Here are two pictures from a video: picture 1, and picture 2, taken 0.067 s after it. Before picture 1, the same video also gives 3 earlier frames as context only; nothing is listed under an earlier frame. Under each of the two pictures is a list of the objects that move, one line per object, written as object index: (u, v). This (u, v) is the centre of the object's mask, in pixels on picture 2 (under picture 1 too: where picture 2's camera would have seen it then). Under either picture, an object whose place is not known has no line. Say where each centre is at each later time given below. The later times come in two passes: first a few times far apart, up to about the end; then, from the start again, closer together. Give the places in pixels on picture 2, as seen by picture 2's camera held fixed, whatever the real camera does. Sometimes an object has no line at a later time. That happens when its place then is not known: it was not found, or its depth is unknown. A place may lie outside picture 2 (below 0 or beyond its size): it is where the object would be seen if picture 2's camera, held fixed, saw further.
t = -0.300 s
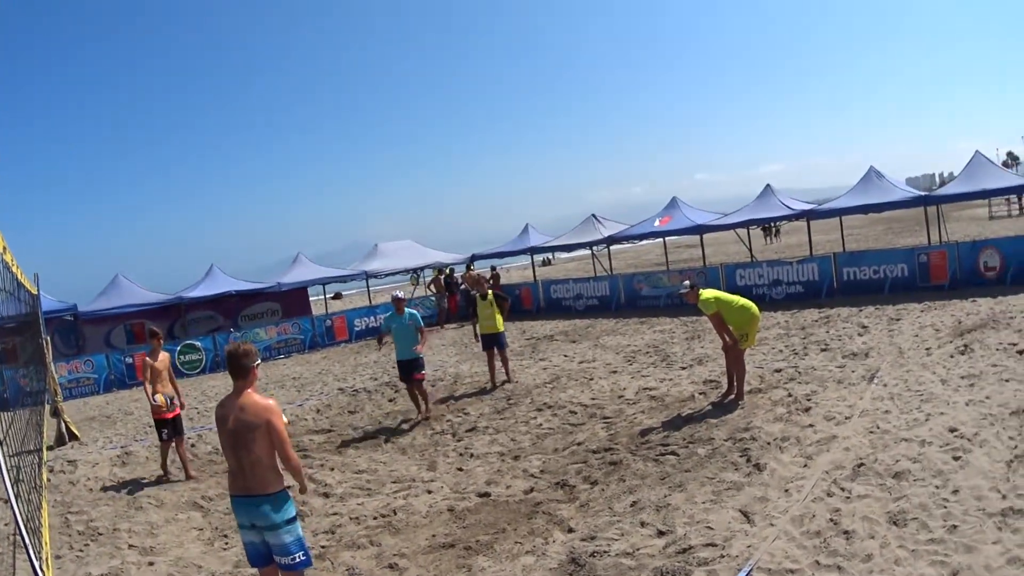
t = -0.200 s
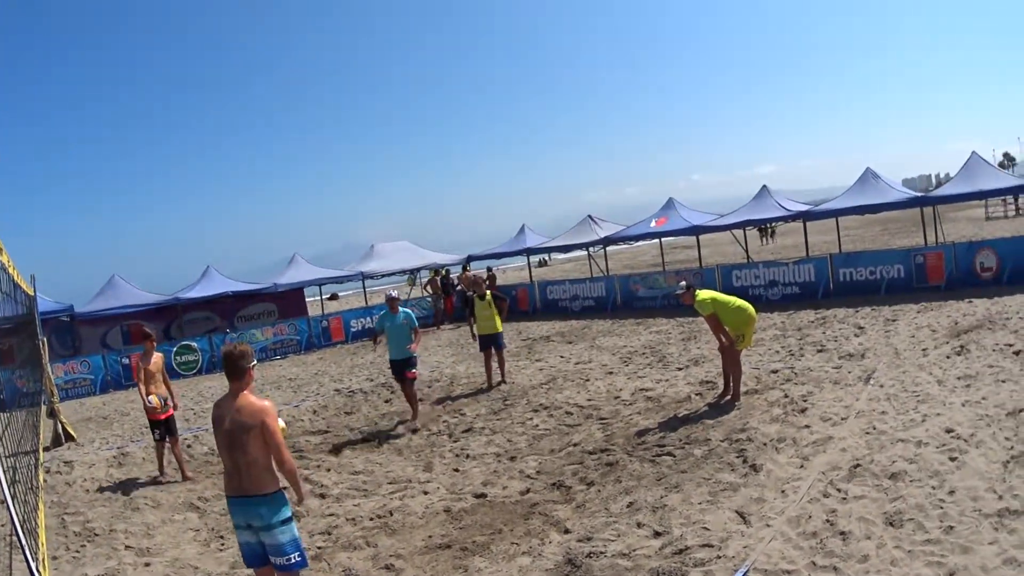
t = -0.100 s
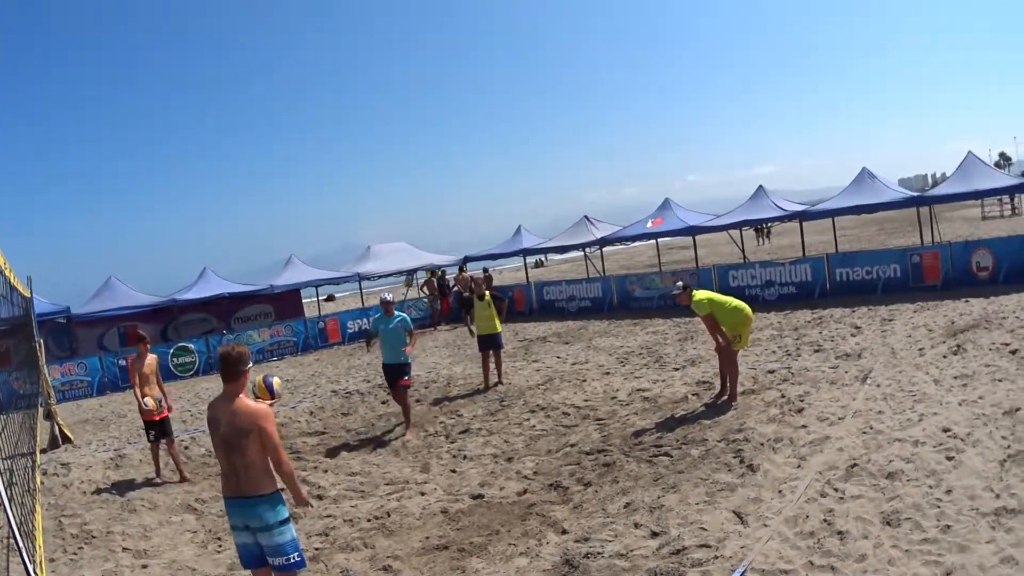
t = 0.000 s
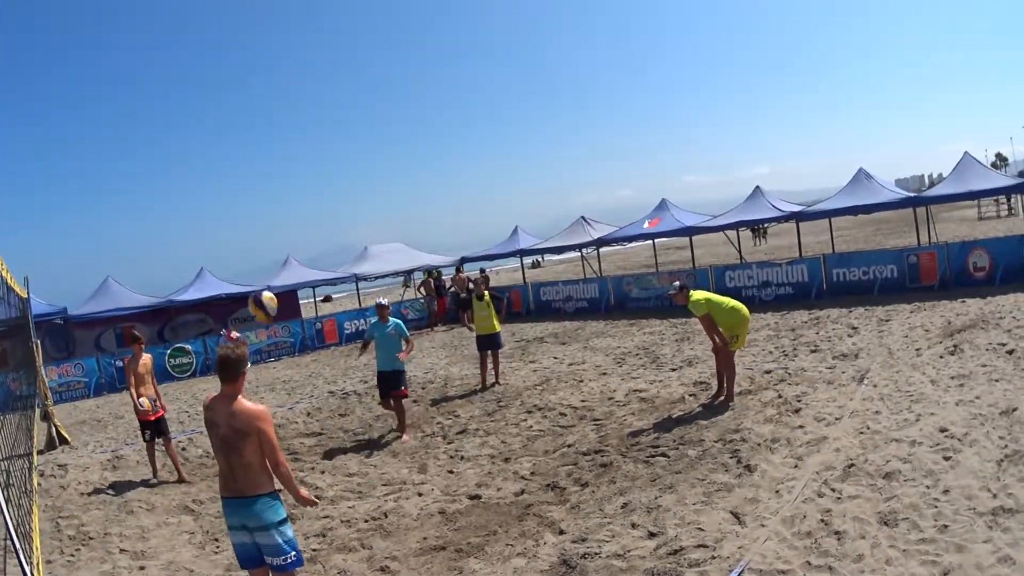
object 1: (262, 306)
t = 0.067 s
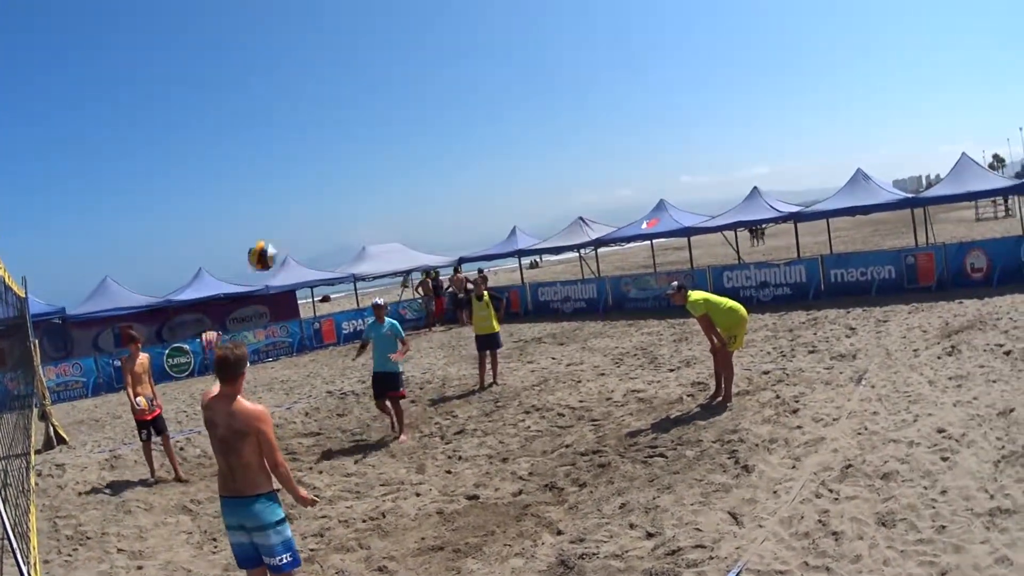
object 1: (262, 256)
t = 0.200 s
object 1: (268, 184)
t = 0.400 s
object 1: (281, 133)
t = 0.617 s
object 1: (296, 134)
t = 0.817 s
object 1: (311, 175)
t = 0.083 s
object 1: (262, 246)
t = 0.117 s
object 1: (264, 226)
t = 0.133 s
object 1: (265, 217)
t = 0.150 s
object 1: (265, 208)
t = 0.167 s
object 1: (266, 199)
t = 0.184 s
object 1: (267, 192)
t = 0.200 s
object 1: (268, 184)
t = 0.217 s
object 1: (269, 178)
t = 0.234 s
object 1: (270, 172)
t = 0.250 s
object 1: (271, 166)
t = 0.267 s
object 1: (272, 160)
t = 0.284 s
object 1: (273, 156)
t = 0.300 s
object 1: (274, 151)
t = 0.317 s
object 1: (275, 148)
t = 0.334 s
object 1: (276, 144)
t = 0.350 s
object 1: (277, 140)
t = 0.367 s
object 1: (279, 137)
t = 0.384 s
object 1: (280, 134)
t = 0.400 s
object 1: (281, 133)
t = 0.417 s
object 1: (282, 131)
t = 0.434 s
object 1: (283, 130)
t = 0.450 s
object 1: (284, 129)
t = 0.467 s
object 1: (285, 128)
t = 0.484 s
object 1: (287, 127)
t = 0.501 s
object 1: (288, 127)
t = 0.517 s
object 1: (289, 128)
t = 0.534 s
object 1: (290, 128)
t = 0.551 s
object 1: (291, 129)
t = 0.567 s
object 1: (292, 130)
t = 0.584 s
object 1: (293, 131)
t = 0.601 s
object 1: (294, 132)
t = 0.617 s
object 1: (296, 134)
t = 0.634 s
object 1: (297, 136)
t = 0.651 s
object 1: (298, 138)
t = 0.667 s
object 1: (300, 142)
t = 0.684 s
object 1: (301, 144)
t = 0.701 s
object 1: (302, 147)
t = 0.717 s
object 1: (303, 151)
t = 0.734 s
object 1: (304, 154)
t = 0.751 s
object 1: (306, 158)
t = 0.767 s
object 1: (307, 162)
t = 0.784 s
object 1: (308, 167)
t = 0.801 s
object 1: (309, 171)
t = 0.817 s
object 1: (311, 175)
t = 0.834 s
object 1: (313, 181)
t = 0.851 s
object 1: (314, 186)
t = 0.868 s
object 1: (315, 191)
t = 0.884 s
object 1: (316, 197)
